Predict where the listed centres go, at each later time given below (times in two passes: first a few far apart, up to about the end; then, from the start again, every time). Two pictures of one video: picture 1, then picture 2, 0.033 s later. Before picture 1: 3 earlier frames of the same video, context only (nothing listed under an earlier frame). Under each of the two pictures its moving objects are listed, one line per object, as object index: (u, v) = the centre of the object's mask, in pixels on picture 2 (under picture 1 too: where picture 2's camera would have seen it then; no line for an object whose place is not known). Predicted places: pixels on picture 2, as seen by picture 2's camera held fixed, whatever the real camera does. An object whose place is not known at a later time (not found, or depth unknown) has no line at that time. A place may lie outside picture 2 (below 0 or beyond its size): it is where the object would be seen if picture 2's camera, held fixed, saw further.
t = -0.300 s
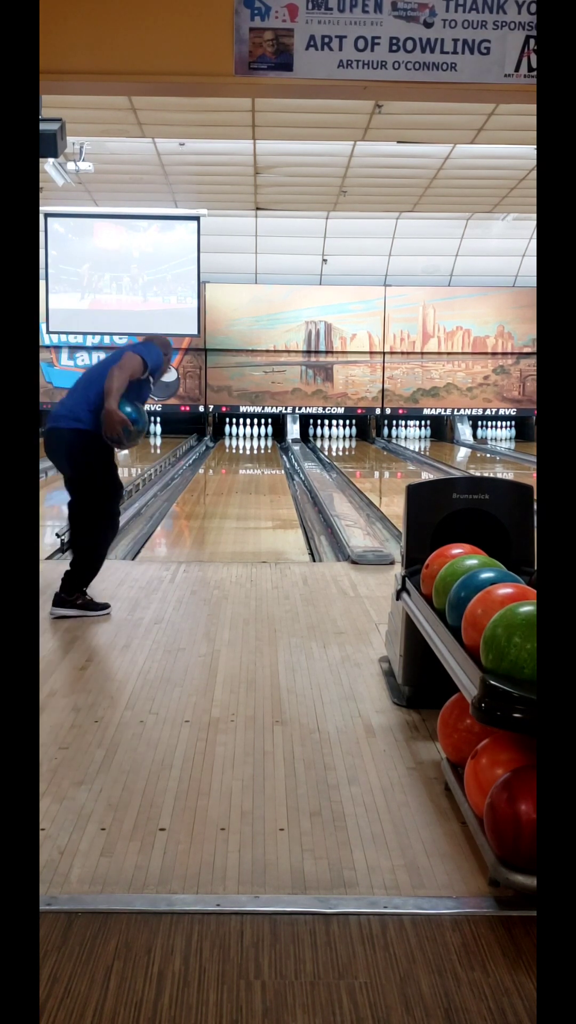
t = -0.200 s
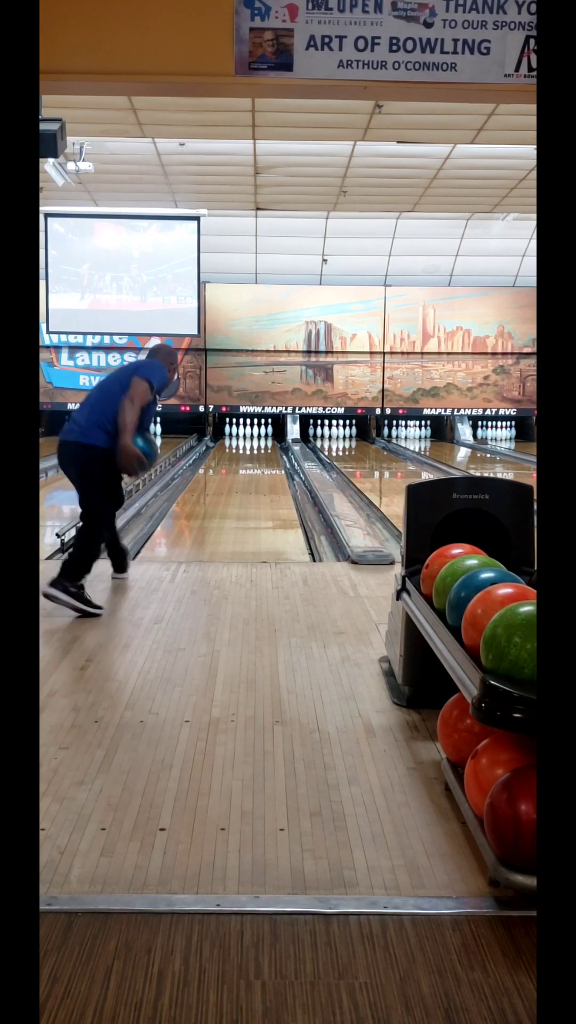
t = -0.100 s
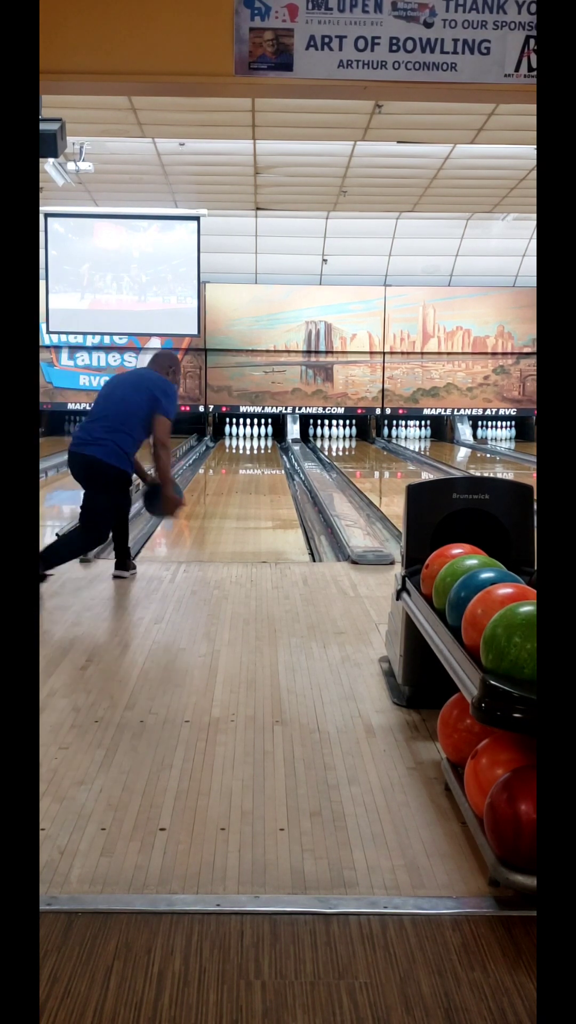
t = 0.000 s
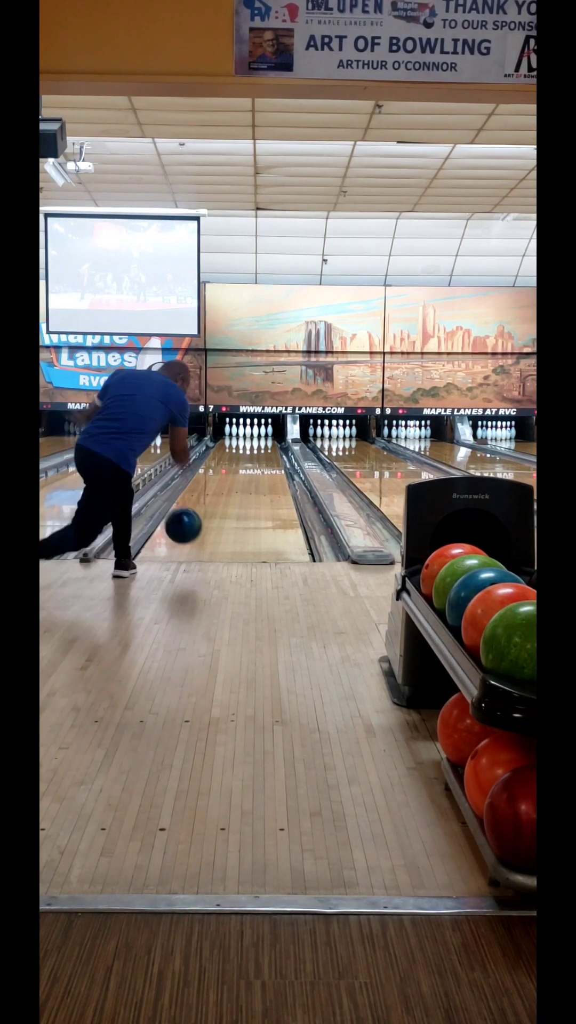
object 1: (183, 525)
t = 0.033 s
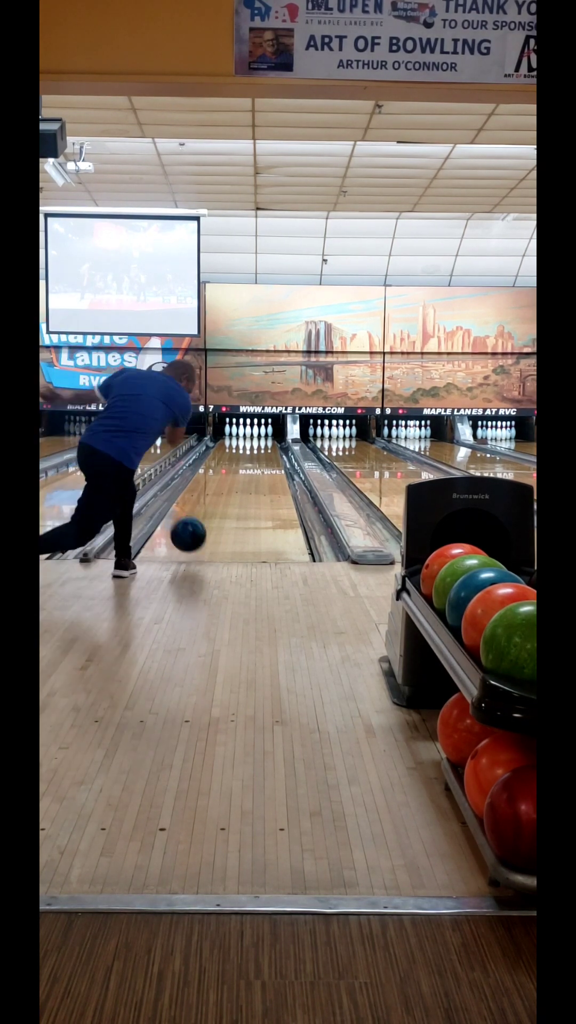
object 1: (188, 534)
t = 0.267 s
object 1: (212, 515)
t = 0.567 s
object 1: (232, 491)
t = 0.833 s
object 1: (243, 477)
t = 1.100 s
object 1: (251, 466)
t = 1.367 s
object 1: (256, 457)
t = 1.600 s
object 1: (258, 451)
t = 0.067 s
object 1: (193, 538)
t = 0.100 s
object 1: (196, 530)
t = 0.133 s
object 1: (200, 525)
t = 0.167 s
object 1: (203, 521)
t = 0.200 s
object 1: (206, 518)
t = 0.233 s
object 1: (209, 518)
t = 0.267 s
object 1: (212, 515)
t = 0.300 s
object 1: (215, 512)
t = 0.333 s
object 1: (217, 509)
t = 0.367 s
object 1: (220, 506)
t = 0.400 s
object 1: (222, 503)
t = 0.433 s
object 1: (224, 500)
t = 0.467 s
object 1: (226, 498)
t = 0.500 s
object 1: (228, 495)
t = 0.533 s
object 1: (230, 493)
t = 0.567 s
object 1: (232, 491)
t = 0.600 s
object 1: (234, 489)
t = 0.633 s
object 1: (236, 487)
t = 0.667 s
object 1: (237, 485)
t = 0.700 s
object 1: (238, 483)
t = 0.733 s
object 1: (239, 482)
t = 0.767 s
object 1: (241, 480)
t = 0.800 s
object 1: (242, 478)
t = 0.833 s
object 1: (243, 477)
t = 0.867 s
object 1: (244, 475)
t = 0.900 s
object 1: (245, 474)
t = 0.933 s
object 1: (246, 473)
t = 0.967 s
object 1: (247, 471)
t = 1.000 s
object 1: (248, 470)
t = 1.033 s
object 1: (249, 469)
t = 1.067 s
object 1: (250, 467)
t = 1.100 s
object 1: (251, 466)
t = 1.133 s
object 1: (251, 465)
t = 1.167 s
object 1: (252, 464)
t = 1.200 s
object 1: (253, 463)
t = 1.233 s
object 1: (253, 462)
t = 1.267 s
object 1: (254, 461)
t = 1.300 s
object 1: (254, 460)
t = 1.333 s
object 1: (255, 459)
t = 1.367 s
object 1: (256, 457)
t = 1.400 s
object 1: (257, 456)
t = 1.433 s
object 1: (257, 455)
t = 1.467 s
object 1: (257, 454)
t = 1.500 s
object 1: (258, 453)
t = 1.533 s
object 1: (258, 452)
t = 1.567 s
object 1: (258, 452)
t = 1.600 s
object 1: (258, 451)
